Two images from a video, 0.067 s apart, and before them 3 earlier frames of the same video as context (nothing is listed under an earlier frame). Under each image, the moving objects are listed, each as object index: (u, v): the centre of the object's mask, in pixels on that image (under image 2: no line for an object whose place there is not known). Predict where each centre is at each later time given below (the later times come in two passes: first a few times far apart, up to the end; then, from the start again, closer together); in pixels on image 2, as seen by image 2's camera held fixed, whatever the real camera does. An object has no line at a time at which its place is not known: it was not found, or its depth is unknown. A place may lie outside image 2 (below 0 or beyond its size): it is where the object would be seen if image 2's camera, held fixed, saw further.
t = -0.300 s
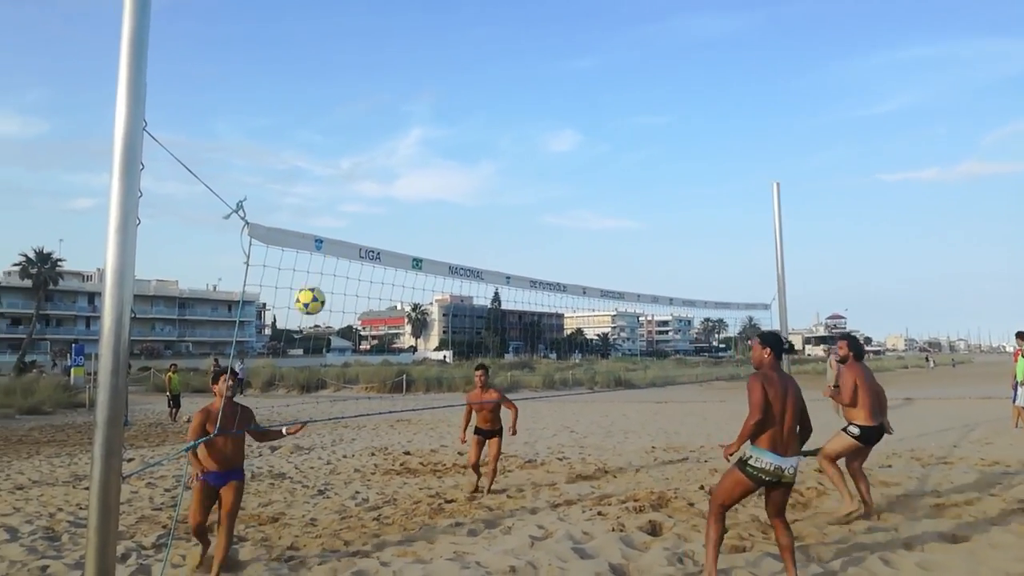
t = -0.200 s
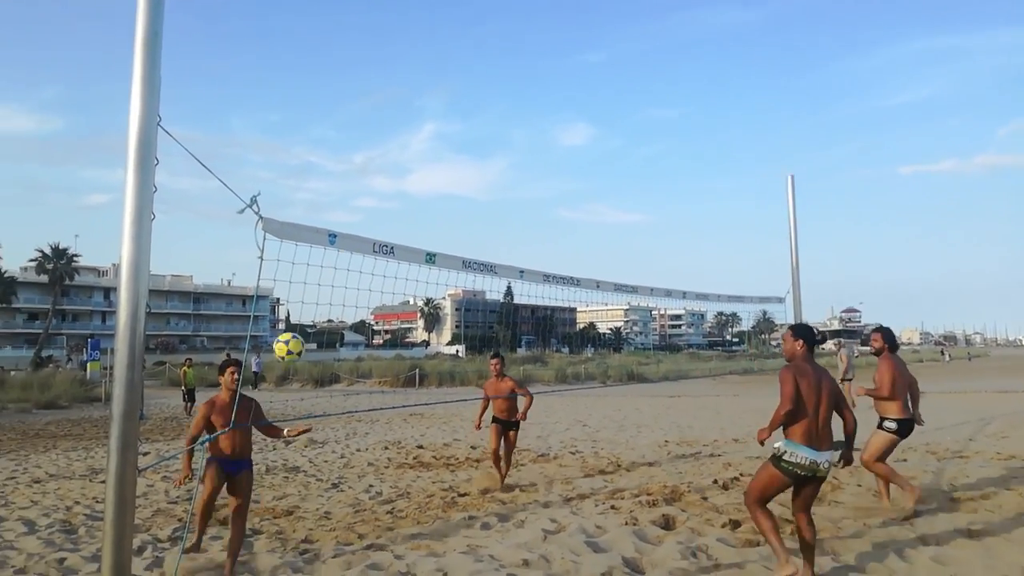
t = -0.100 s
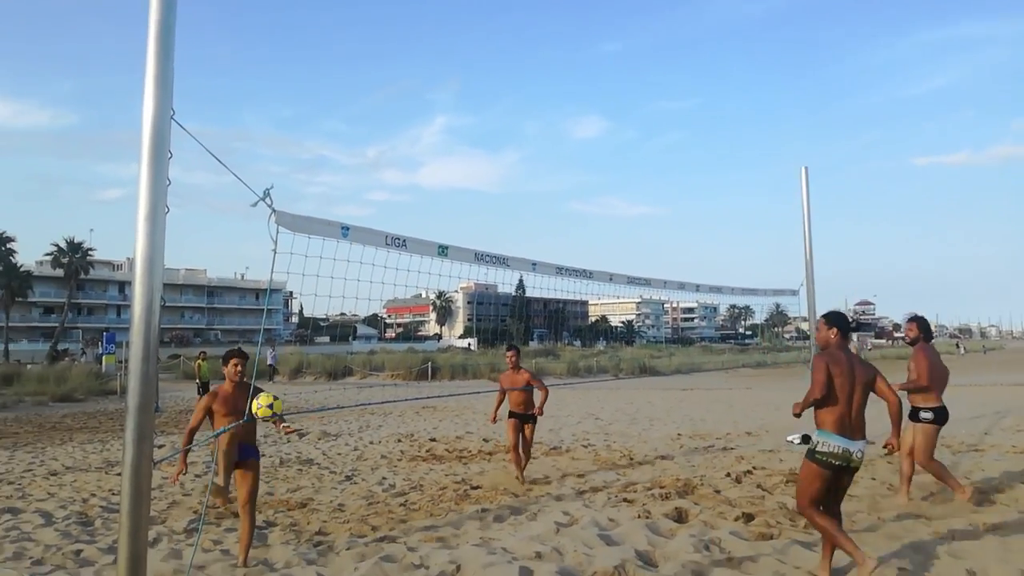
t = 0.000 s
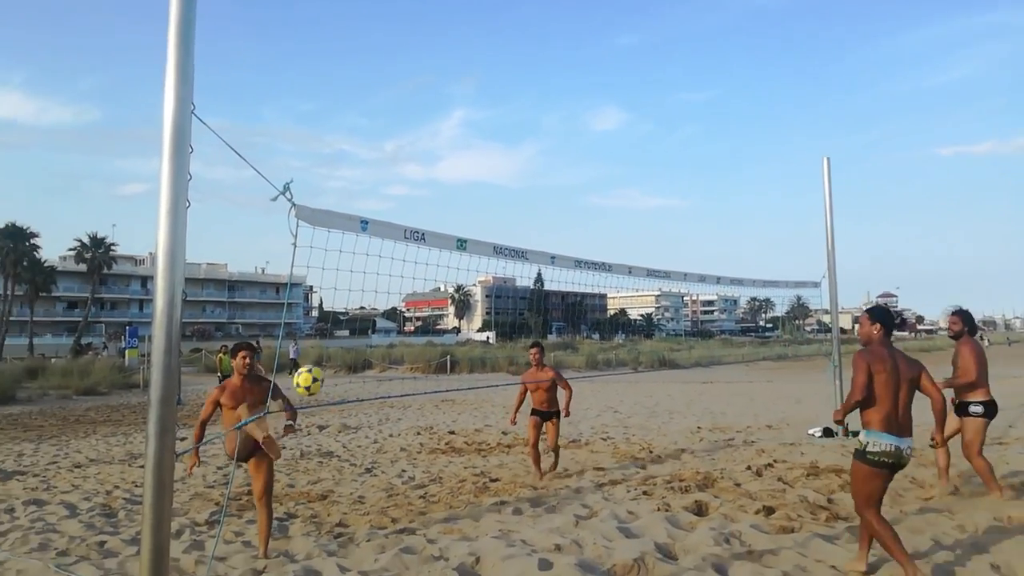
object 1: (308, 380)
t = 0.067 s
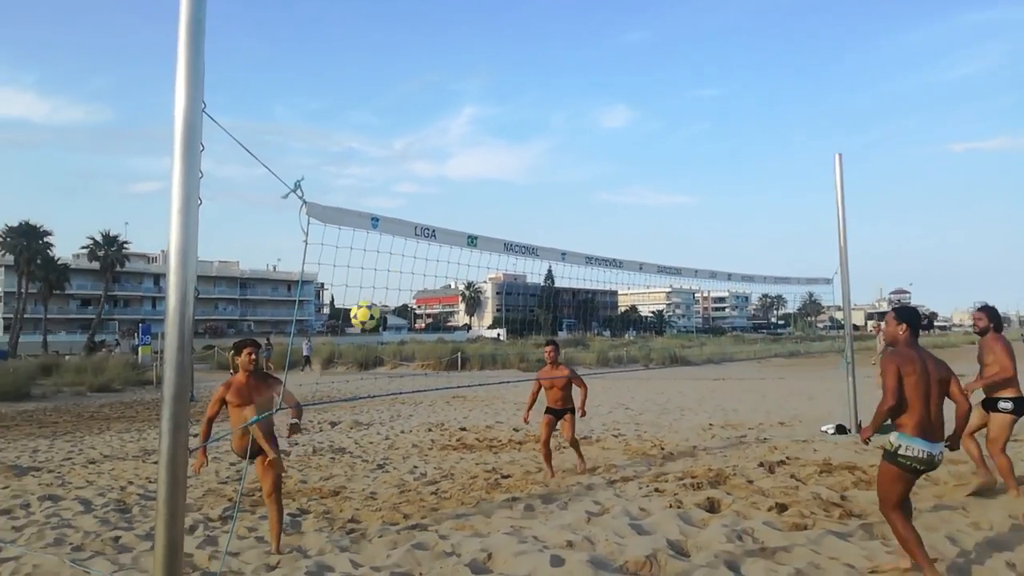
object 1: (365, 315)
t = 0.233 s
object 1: (458, 203)
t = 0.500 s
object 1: (579, 116)
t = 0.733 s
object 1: (661, 111)
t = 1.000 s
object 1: (742, 164)
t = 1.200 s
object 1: (795, 238)
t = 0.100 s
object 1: (385, 288)
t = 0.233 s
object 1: (458, 203)
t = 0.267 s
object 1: (475, 186)
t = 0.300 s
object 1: (491, 171)
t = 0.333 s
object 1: (507, 158)
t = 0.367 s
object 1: (522, 147)
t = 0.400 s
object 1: (536, 137)
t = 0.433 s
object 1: (551, 128)
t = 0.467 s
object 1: (565, 121)
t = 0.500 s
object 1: (579, 116)
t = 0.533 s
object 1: (593, 112)
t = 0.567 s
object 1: (605, 108)
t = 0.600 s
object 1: (616, 107)
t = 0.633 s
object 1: (627, 106)
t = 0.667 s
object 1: (639, 107)
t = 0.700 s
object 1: (651, 108)
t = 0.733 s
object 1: (661, 111)
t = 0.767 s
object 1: (672, 114)
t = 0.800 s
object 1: (682, 119)
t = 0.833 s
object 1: (693, 124)
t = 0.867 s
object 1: (704, 130)
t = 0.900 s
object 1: (714, 138)
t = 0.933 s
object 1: (725, 145)
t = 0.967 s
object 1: (734, 154)
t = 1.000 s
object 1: (742, 164)
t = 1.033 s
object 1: (751, 175)
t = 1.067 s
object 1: (760, 185)
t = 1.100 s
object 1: (769, 197)
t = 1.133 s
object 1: (777, 210)
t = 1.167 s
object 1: (786, 223)
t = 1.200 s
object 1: (795, 238)
